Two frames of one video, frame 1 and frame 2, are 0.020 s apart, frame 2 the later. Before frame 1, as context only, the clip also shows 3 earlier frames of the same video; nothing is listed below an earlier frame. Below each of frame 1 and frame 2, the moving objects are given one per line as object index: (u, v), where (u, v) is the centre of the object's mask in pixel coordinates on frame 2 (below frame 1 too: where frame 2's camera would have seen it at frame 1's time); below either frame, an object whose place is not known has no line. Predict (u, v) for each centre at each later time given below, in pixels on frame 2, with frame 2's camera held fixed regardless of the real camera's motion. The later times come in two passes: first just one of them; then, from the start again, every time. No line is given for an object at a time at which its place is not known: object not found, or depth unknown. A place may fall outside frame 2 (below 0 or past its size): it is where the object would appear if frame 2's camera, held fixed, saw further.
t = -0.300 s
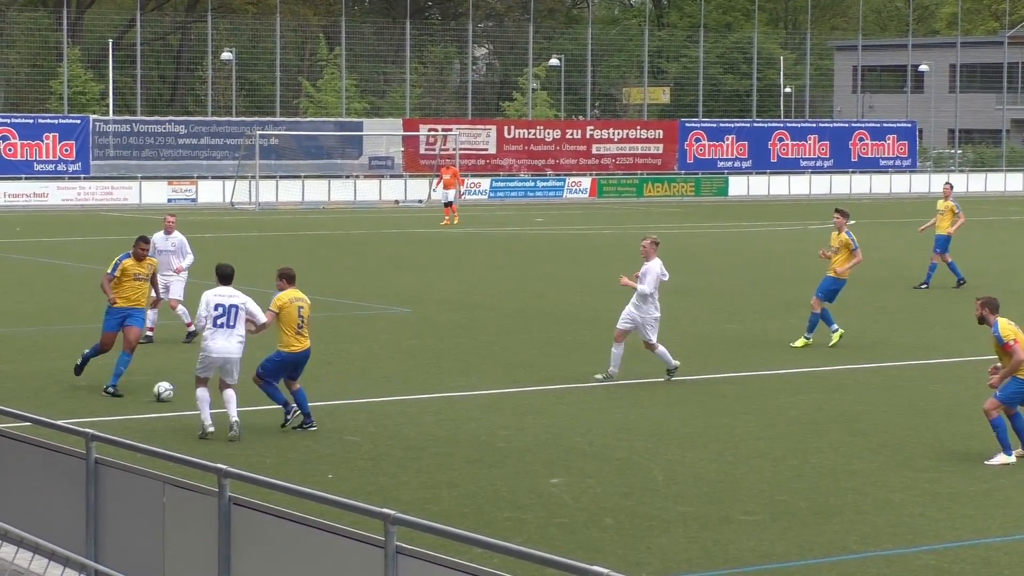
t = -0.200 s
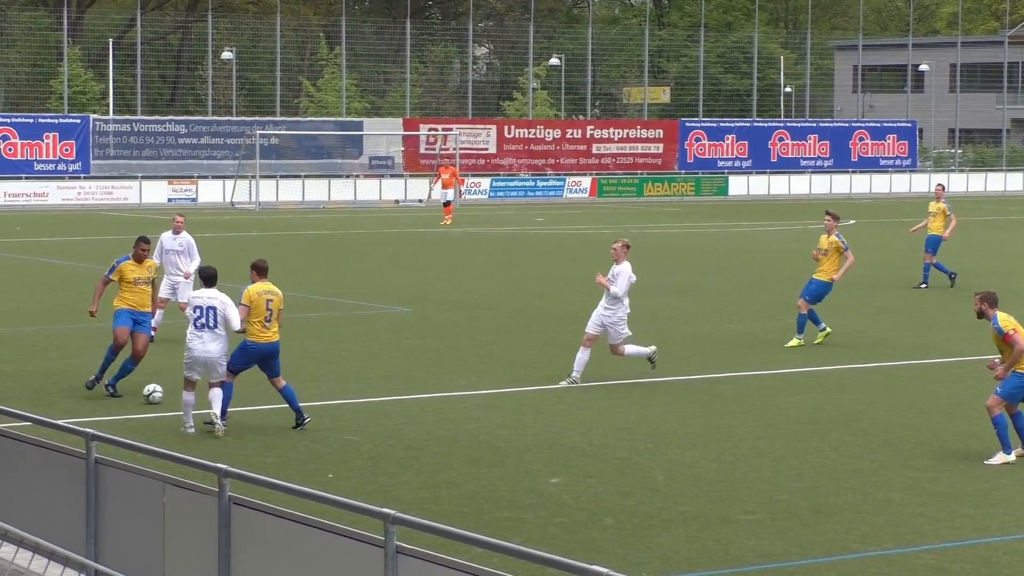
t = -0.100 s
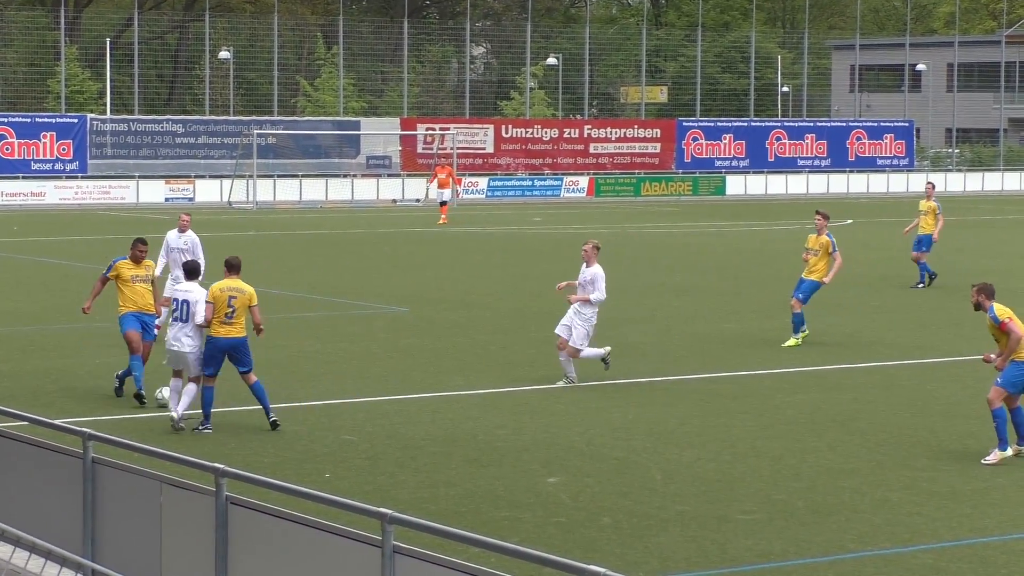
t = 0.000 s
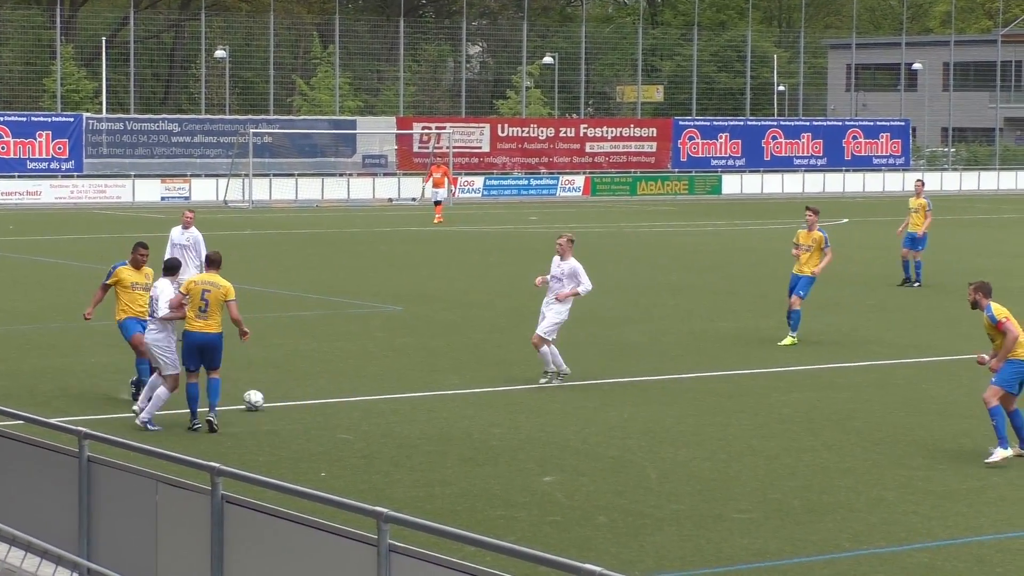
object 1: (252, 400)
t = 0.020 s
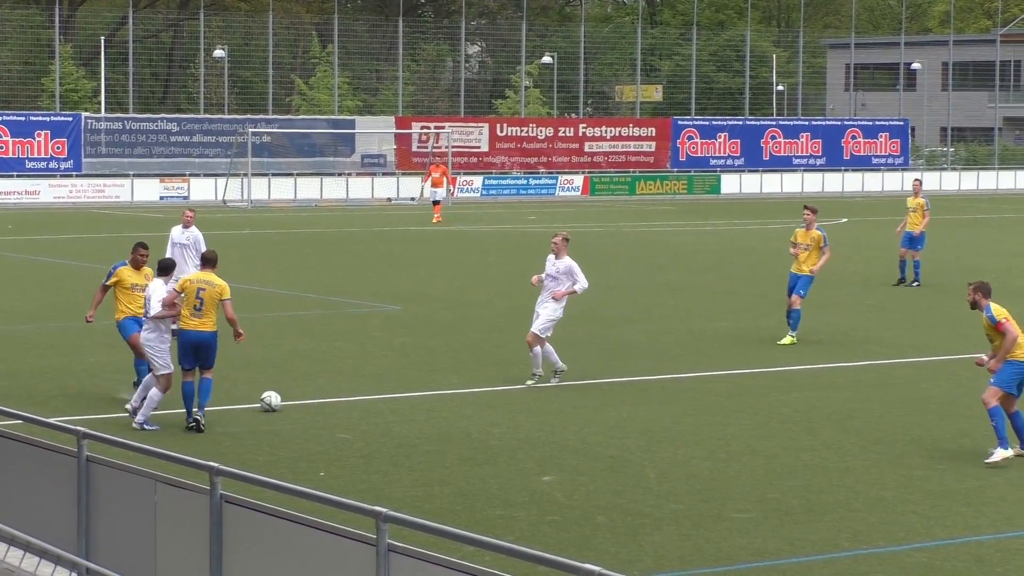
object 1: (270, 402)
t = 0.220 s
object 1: (439, 410)
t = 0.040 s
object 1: (288, 402)
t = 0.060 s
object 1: (304, 402)
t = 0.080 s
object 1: (322, 403)
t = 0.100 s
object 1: (339, 404)
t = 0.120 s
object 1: (356, 405)
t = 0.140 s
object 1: (374, 406)
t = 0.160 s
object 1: (391, 408)
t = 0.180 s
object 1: (407, 408)
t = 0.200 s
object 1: (423, 408)
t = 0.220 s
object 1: (439, 410)
